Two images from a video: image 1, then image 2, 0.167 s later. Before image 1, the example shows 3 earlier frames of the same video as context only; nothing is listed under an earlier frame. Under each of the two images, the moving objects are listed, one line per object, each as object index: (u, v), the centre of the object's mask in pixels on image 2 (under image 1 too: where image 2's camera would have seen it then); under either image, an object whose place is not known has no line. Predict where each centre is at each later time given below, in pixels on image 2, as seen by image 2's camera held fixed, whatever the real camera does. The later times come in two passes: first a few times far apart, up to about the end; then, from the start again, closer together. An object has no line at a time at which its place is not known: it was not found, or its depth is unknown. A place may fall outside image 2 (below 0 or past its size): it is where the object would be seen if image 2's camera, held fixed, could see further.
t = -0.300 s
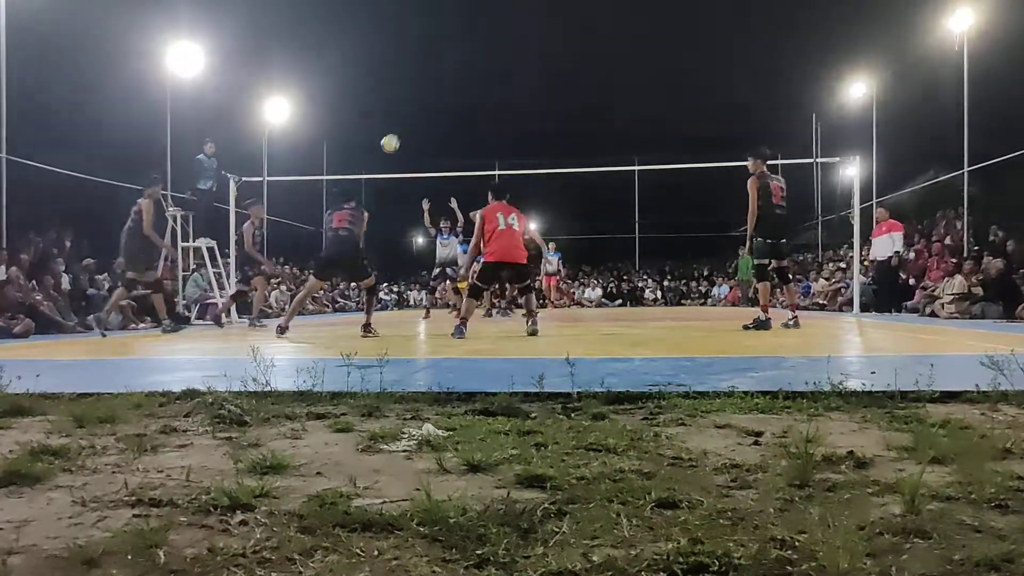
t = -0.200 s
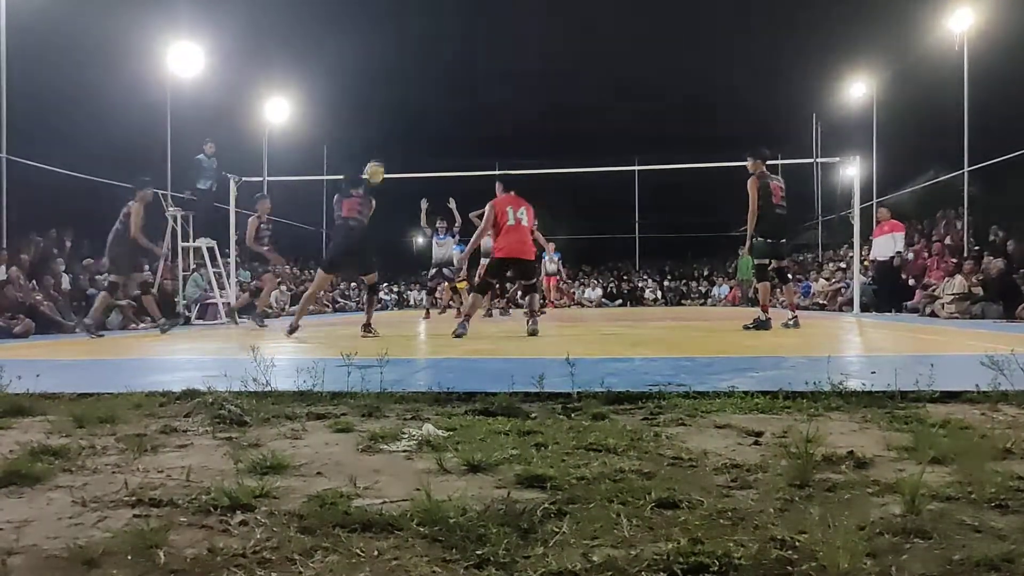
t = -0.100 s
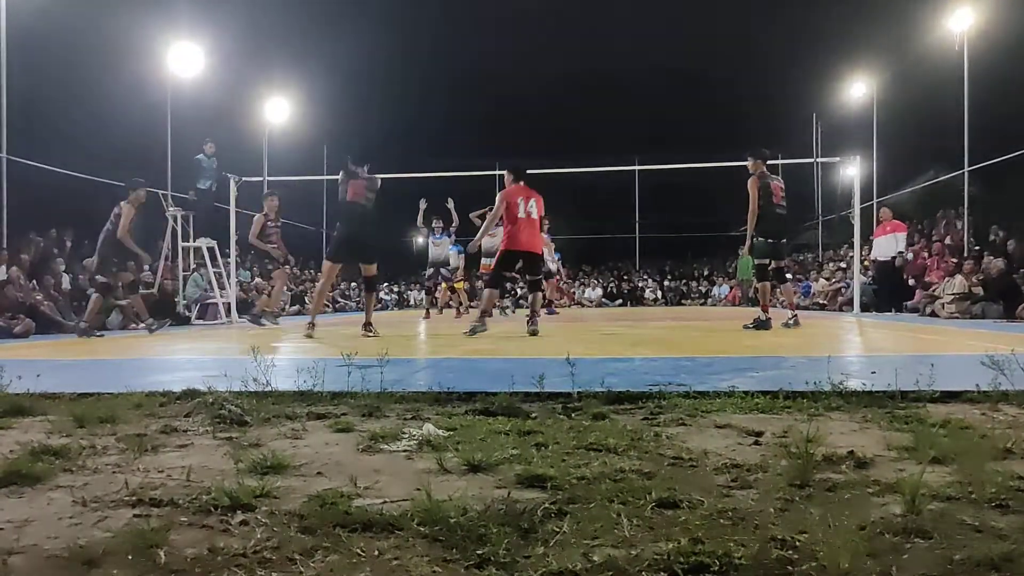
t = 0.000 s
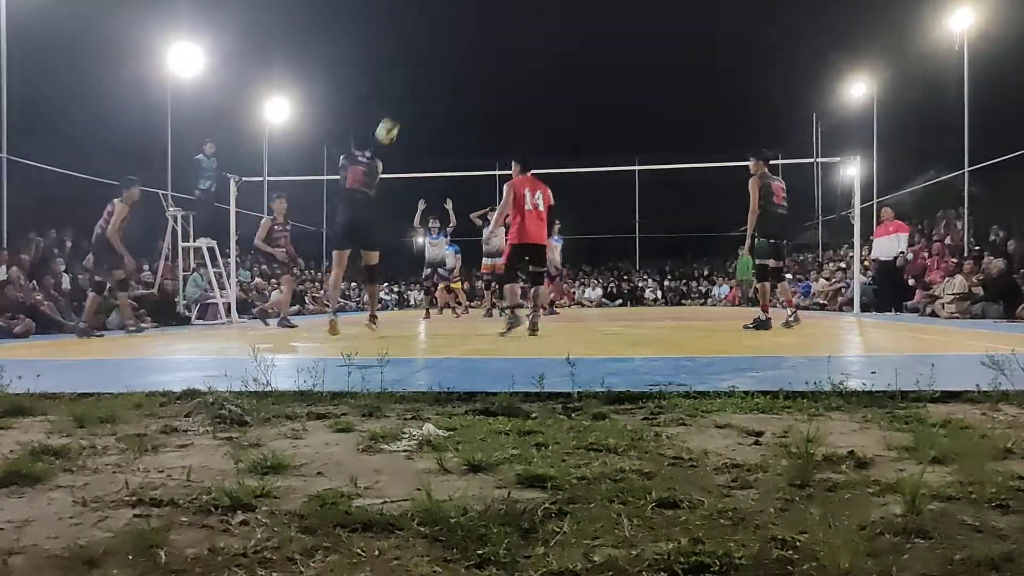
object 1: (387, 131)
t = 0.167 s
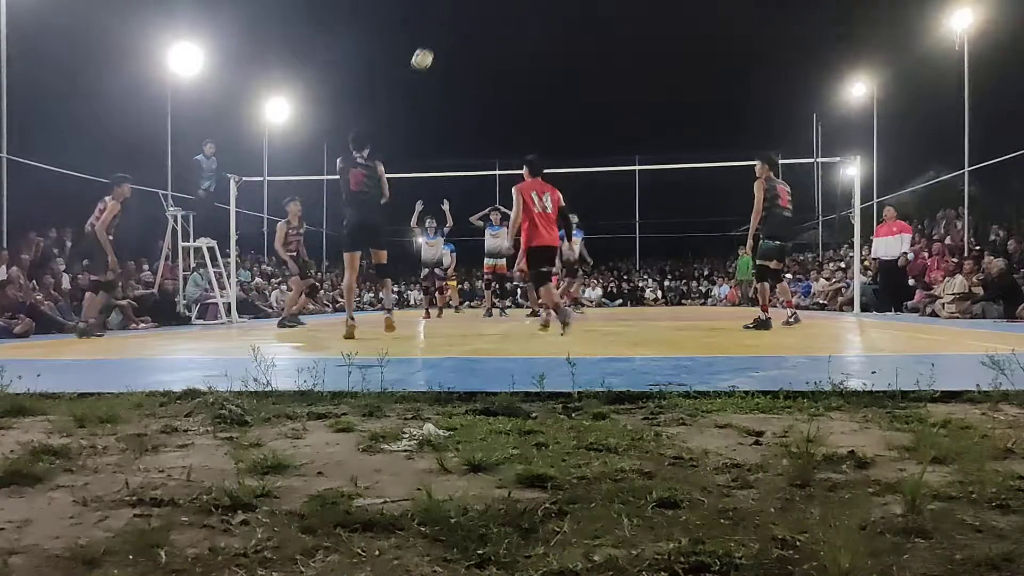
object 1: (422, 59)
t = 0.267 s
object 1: (441, 31)
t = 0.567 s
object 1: (490, 5)
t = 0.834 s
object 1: (526, 35)
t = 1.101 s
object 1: (556, 109)
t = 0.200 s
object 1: (428, 49)
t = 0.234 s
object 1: (435, 40)
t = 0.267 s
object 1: (441, 31)
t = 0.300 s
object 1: (447, 23)
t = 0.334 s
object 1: (453, 18)
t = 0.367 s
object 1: (458, 13)
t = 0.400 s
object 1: (464, 9)
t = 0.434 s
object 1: (470, 7)
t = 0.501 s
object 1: (480, 5)
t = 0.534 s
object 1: (485, 5)
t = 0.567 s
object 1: (490, 5)
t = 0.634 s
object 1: (500, 7)
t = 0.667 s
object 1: (504, 9)
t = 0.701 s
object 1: (509, 13)
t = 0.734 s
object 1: (513, 17)
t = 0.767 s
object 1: (518, 22)
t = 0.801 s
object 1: (522, 29)
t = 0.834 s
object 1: (526, 35)
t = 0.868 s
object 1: (530, 42)
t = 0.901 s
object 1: (534, 50)
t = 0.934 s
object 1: (538, 58)
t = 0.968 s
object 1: (542, 67)
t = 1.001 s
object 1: (545, 77)
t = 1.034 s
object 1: (549, 87)
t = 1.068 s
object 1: (553, 98)
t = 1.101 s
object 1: (556, 109)
